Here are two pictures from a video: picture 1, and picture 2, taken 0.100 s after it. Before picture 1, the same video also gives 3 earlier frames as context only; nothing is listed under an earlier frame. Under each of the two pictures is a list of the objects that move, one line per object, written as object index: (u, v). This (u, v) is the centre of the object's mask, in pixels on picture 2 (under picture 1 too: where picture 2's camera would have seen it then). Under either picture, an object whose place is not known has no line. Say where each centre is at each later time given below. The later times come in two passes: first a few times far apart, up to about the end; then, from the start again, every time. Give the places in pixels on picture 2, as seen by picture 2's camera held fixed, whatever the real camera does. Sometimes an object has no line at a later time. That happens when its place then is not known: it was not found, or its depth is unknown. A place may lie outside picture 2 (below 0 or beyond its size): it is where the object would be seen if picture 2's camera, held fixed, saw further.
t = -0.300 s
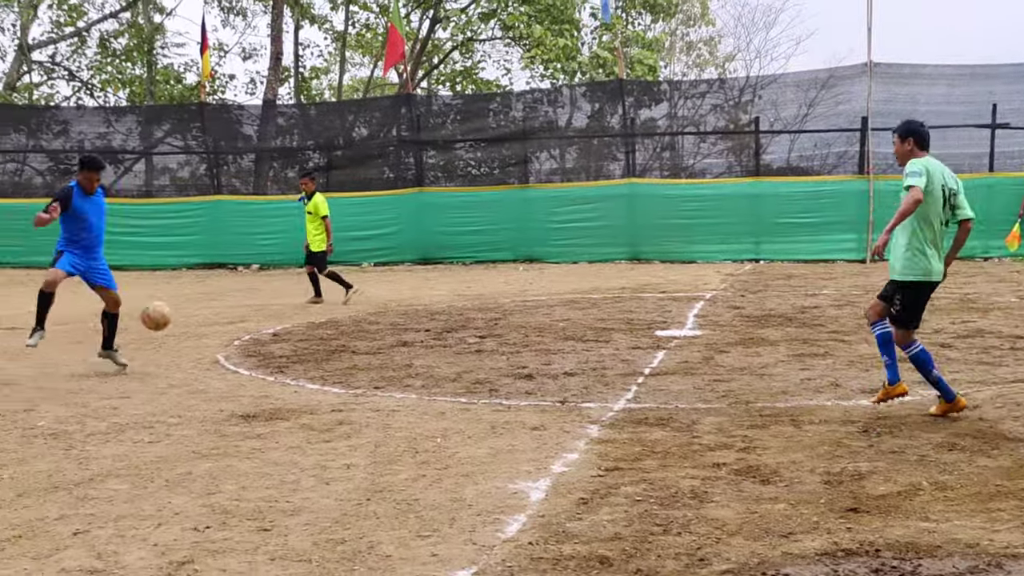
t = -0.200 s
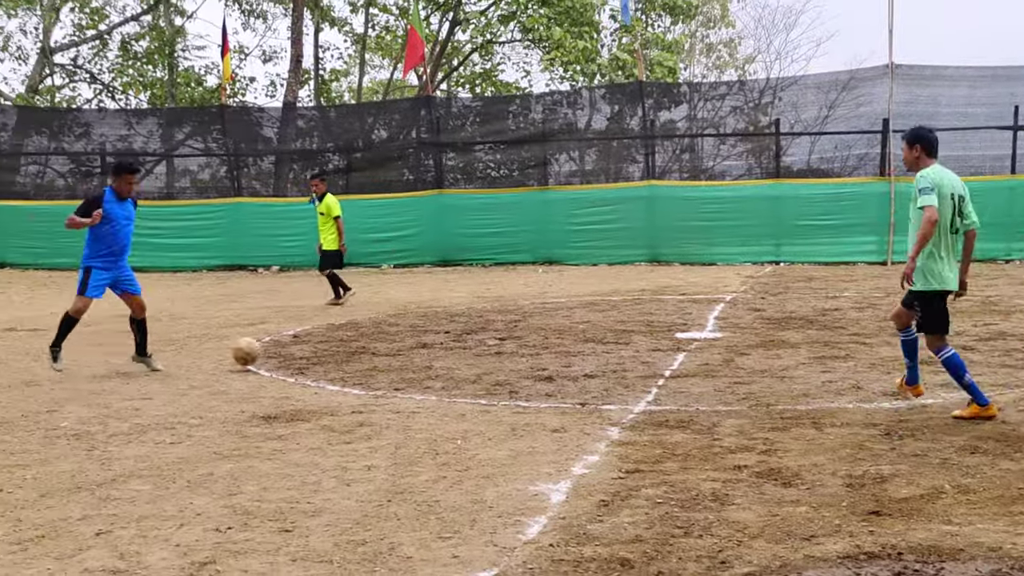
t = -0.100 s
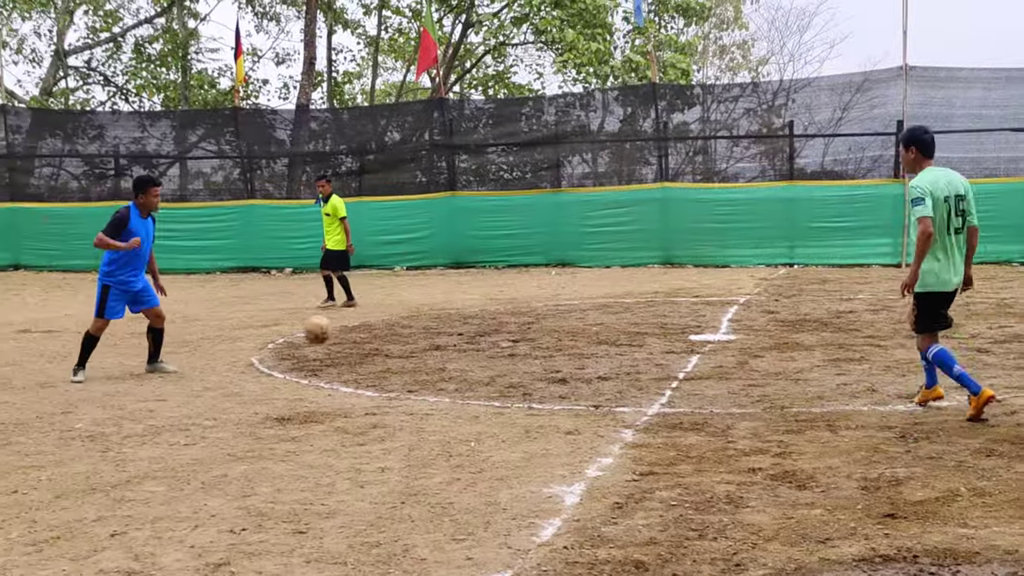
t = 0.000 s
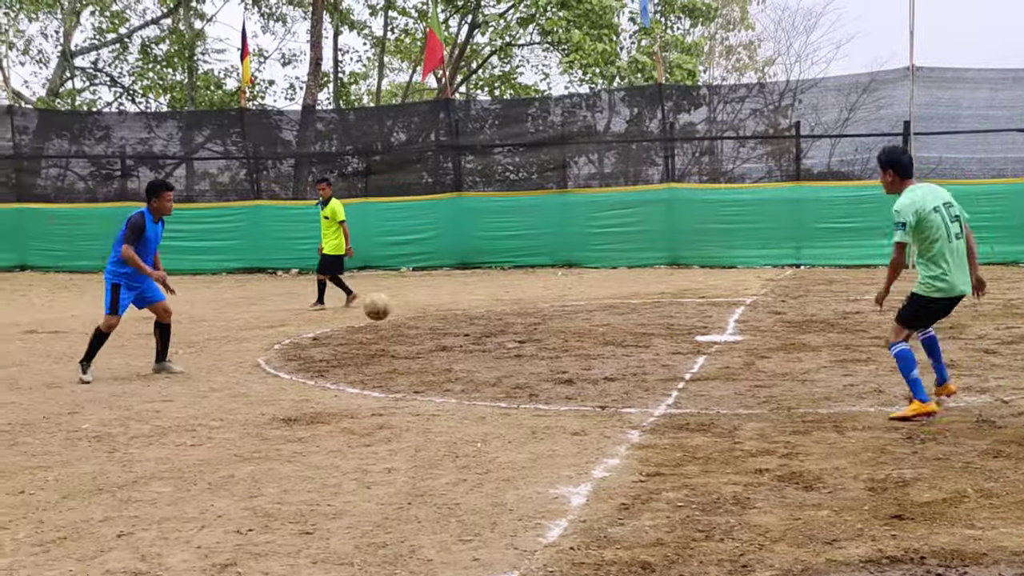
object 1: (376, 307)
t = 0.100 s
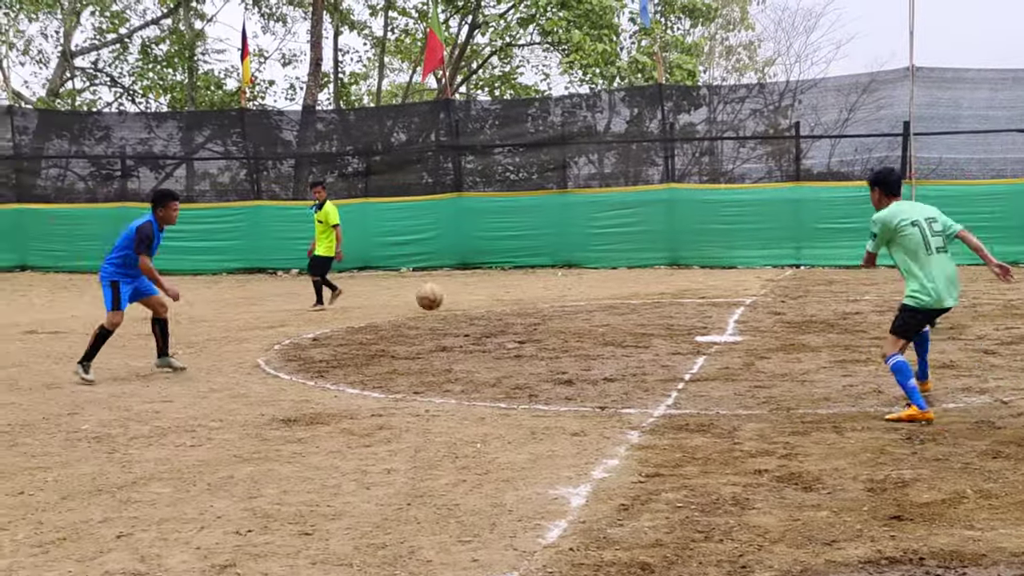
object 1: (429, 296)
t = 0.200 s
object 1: (480, 298)
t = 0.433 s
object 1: (592, 324)
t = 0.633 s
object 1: (677, 296)
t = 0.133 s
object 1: (447, 295)
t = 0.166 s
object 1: (464, 296)
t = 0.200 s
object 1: (480, 298)
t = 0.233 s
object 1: (497, 302)
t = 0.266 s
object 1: (514, 305)
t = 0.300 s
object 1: (530, 312)
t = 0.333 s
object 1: (546, 319)
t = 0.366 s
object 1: (562, 328)
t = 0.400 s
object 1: (578, 333)
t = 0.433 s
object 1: (592, 324)
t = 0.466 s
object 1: (607, 316)
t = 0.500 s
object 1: (621, 309)
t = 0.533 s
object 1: (636, 304)
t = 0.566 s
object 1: (650, 300)
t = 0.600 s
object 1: (664, 298)
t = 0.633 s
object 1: (677, 296)
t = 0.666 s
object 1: (691, 296)
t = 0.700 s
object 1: (705, 296)
